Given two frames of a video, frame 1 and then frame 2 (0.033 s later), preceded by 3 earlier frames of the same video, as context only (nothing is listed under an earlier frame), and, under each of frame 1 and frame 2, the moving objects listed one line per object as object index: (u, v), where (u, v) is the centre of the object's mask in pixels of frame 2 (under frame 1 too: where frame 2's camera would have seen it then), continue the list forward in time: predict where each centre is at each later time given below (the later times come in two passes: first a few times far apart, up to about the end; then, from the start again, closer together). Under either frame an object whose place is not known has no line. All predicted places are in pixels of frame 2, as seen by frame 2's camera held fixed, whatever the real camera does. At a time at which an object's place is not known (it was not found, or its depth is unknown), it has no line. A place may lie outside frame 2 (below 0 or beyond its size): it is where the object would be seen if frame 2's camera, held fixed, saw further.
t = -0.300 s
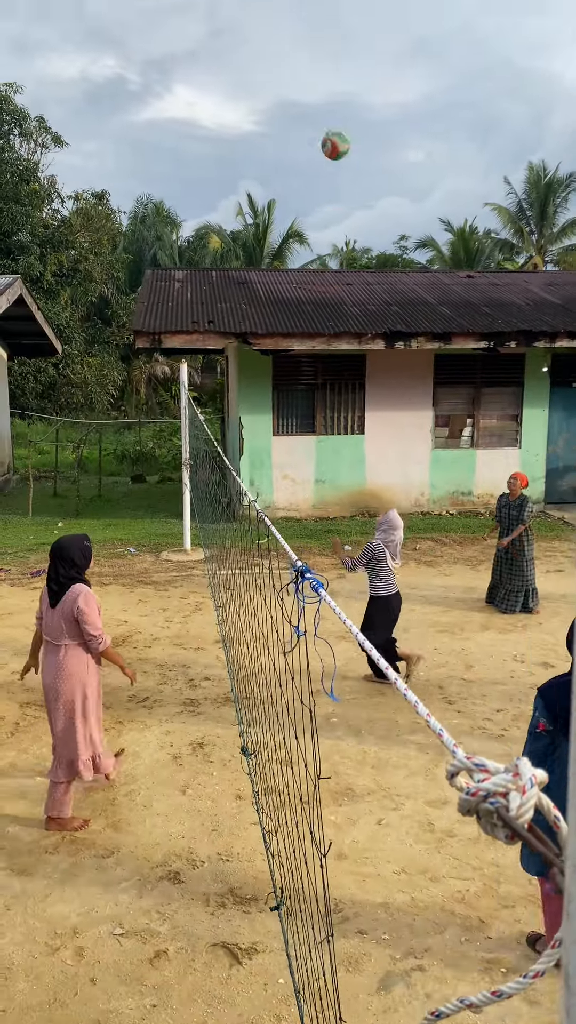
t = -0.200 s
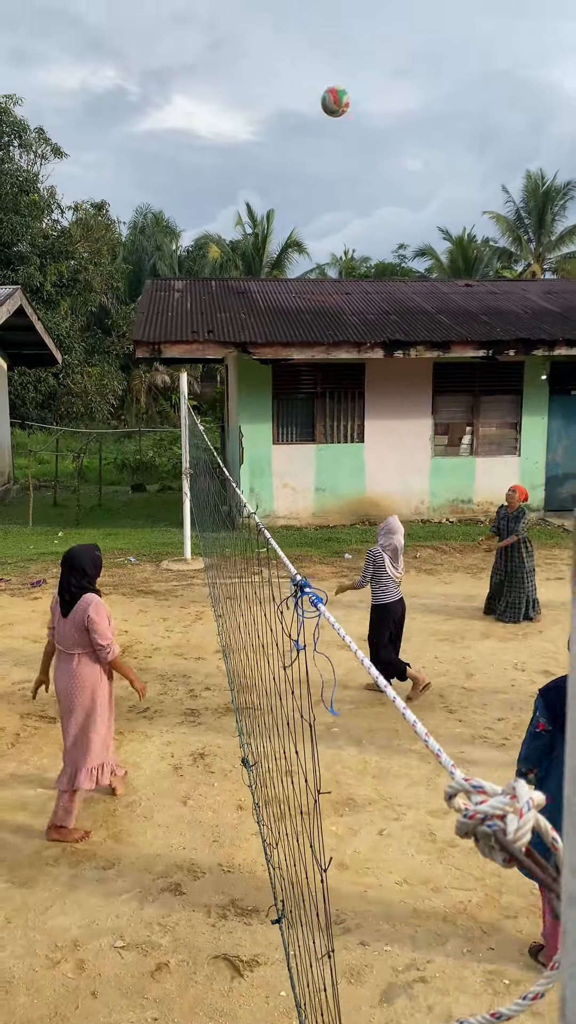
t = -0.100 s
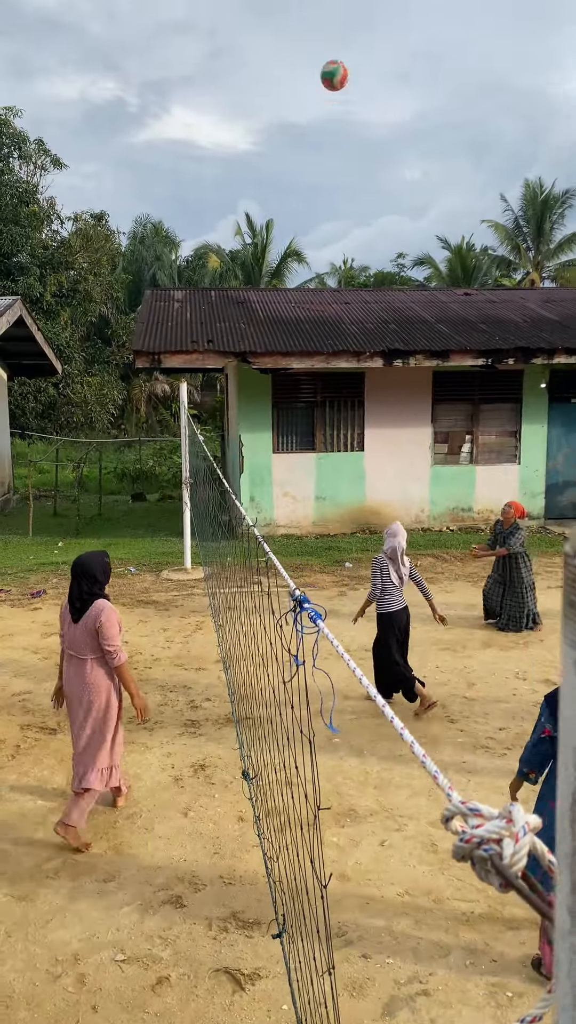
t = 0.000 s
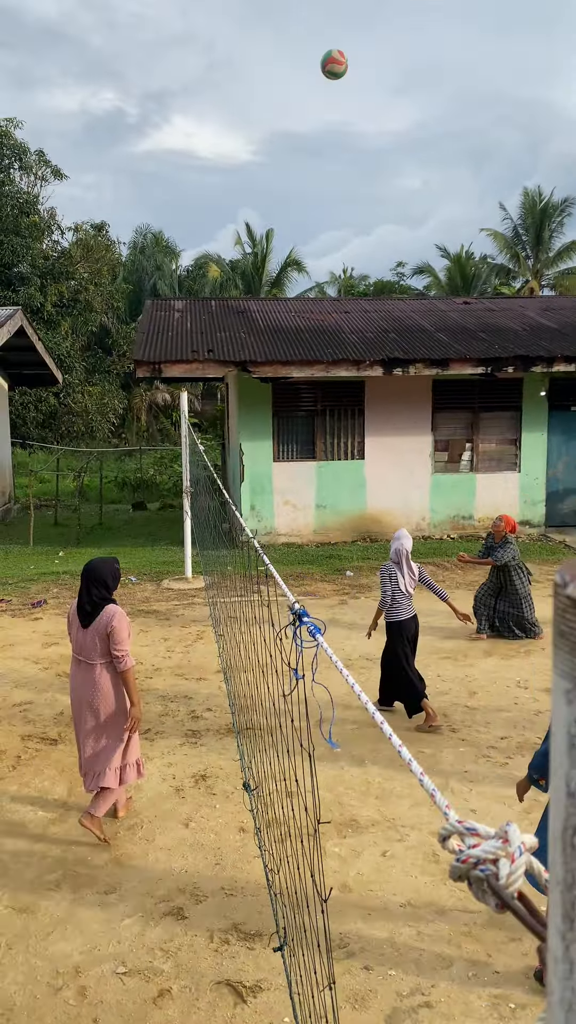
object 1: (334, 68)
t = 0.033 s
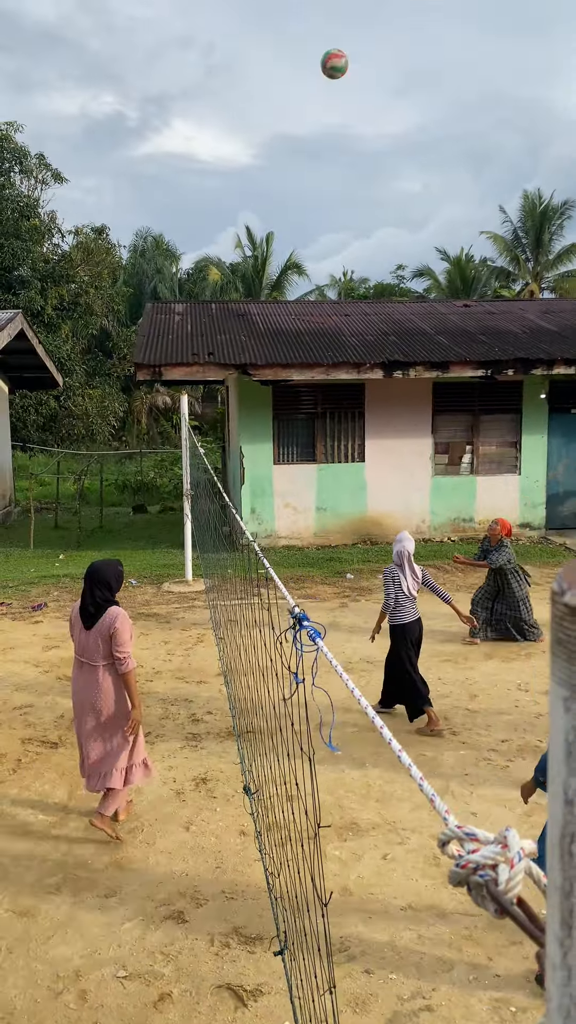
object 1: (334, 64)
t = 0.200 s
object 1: (336, 66)
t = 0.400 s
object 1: (337, 116)
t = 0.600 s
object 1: (339, 212)
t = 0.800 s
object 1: (343, 339)
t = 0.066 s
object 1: (334, 62)
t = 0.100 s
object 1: (335, 61)
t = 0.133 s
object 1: (335, 61)
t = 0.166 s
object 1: (335, 63)
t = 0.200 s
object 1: (336, 66)
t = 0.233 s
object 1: (336, 71)
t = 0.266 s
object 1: (336, 77)
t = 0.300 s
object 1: (337, 84)
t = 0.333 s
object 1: (337, 94)
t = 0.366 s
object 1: (337, 104)
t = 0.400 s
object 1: (337, 116)
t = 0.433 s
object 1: (337, 129)
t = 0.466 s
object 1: (338, 143)
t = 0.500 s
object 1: (338, 159)
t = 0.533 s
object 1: (339, 176)
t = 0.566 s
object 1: (339, 193)
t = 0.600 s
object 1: (339, 212)
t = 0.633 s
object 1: (340, 232)
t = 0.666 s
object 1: (340, 252)
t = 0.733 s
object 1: (341, 294)
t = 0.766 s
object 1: (342, 317)
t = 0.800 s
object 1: (343, 339)
